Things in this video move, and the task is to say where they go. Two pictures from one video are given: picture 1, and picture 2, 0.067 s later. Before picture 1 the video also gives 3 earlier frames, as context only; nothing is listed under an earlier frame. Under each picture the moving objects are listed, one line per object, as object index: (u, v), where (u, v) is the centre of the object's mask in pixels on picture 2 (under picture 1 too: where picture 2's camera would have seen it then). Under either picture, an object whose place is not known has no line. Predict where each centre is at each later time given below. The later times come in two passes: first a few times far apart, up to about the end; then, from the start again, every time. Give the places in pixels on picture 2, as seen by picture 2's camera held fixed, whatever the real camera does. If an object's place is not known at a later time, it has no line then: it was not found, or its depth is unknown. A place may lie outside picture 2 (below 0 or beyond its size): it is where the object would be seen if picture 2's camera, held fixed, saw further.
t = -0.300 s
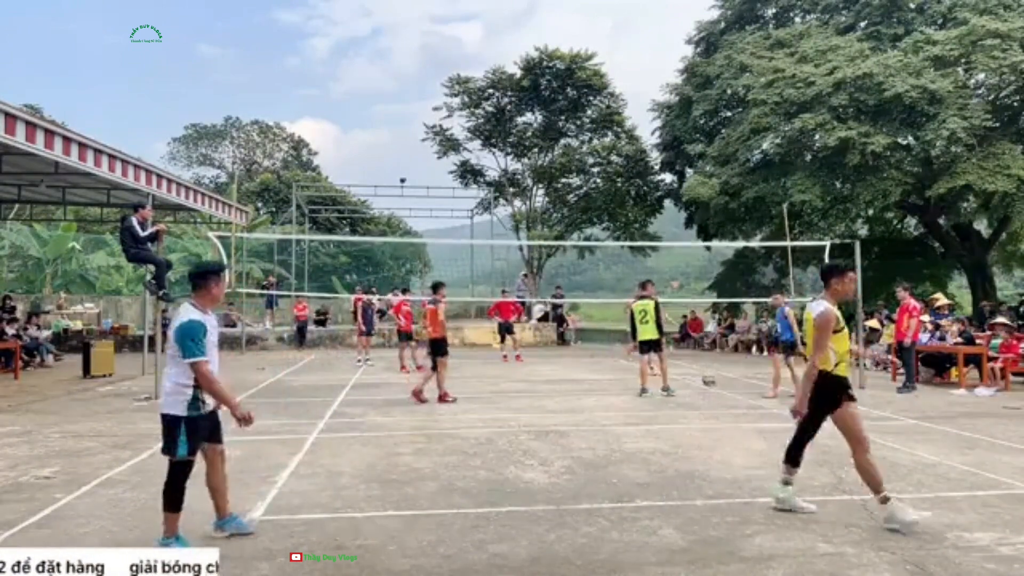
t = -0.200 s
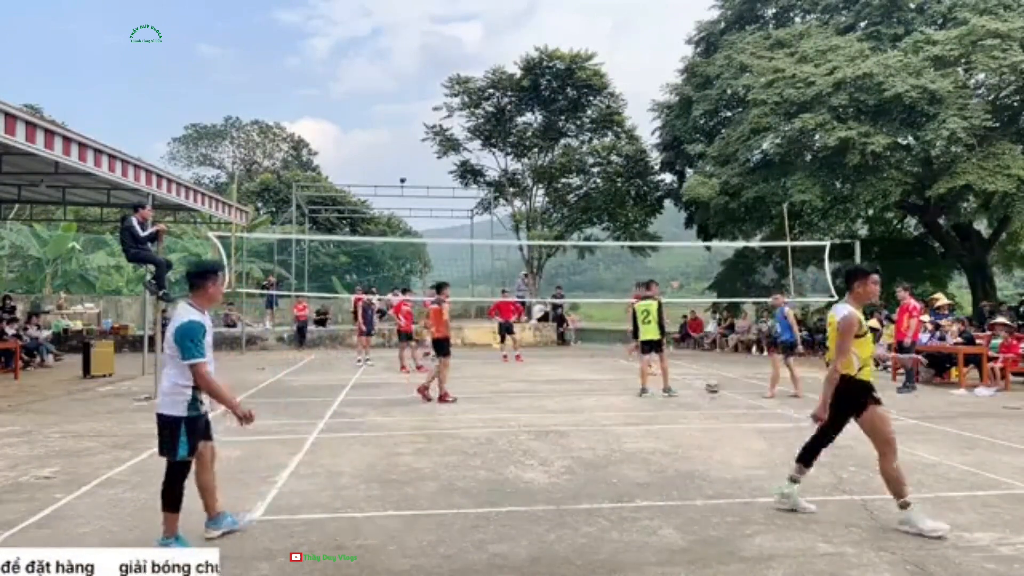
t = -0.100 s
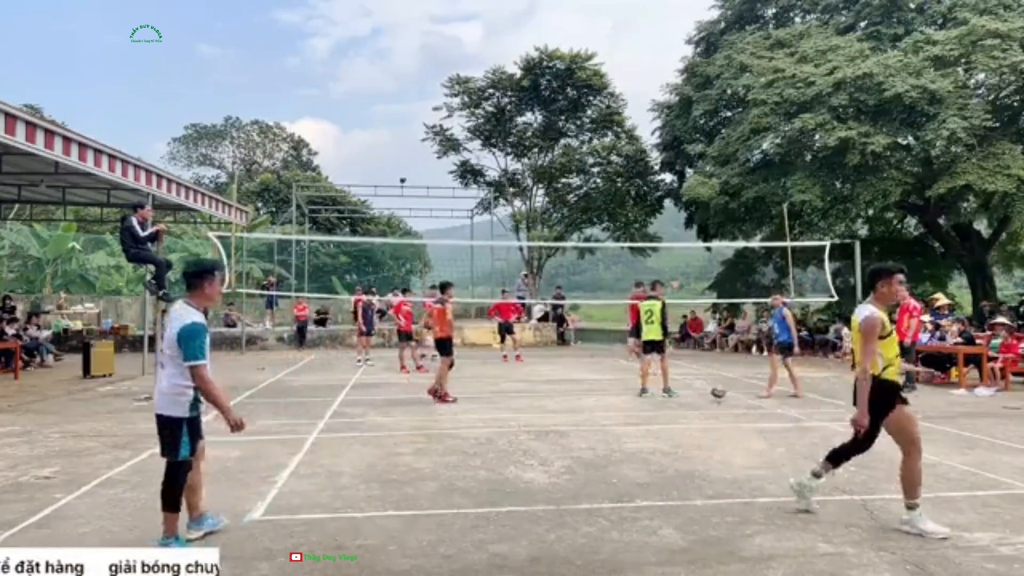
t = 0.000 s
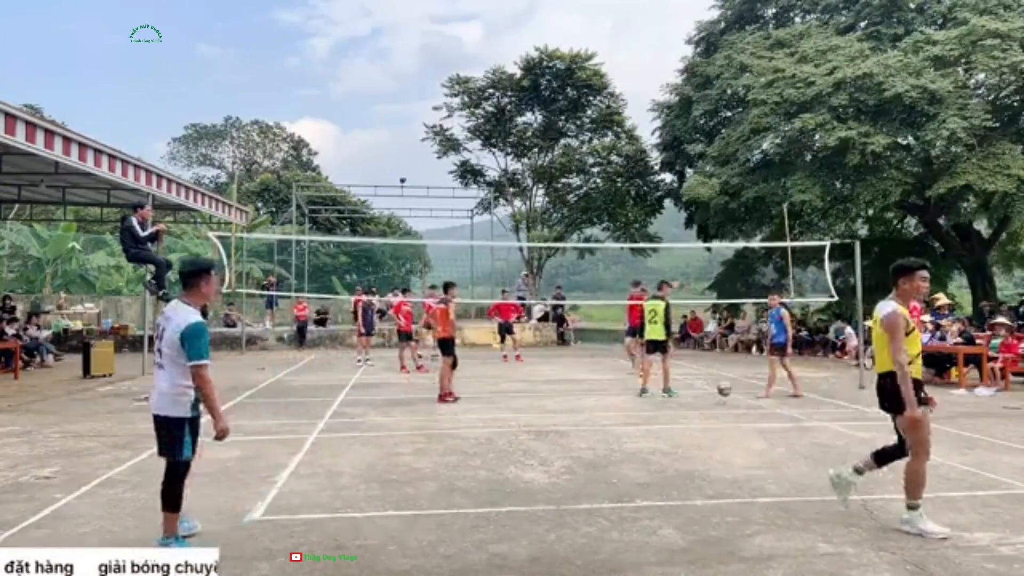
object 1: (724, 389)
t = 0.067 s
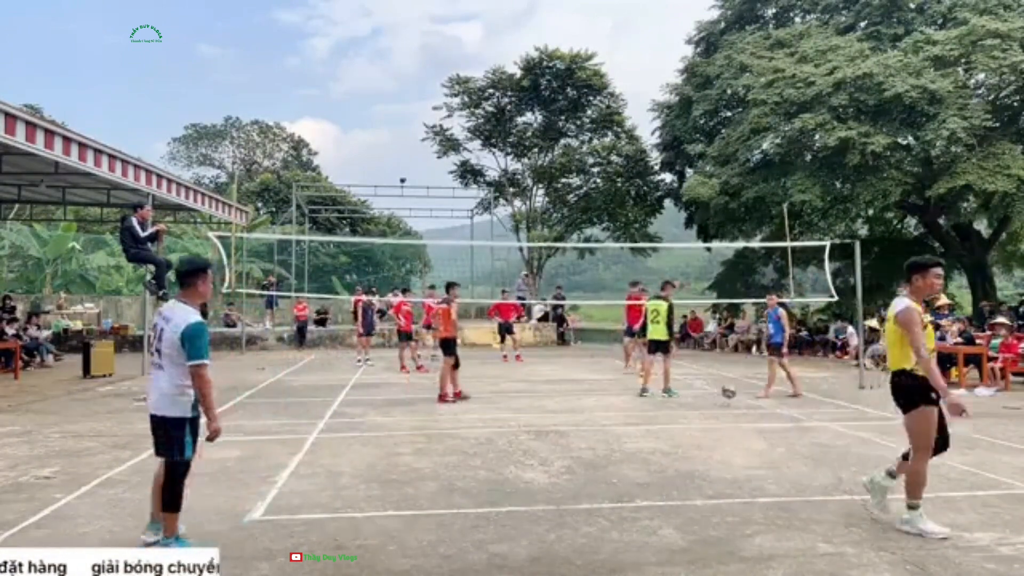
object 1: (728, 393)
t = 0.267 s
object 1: (744, 403)
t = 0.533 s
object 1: (768, 415)
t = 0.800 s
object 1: (799, 427)
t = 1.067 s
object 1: (840, 444)
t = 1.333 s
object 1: (891, 467)
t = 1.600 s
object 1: (955, 496)
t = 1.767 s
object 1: (1003, 508)
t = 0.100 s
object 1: (730, 395)
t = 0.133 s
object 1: (732, 398)
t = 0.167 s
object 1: (736, 402)
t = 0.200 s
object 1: (738, 408)
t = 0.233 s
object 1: (741, 405)
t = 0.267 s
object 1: (744, 403)
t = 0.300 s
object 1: (746, 403)
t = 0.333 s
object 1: (747, 404)
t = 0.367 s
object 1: (751, 407)
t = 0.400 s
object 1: (754, 407)
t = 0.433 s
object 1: (757, 413)
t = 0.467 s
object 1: (760, 417)
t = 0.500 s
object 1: (764, 418)
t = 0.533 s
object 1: (768, 415)
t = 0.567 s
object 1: (772, 416)
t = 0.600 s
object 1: (774, 416)
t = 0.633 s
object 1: (778, 419)
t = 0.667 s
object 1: (783, 423)
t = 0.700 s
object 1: (786, 429)
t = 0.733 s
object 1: (790, 427)
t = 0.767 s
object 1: (796, 427)
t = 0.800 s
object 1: (799, 427)
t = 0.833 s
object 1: (804, 429)
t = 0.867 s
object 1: (809, 432)
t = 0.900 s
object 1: (813, 438)
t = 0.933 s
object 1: (818, 441)
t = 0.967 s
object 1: (824, 441)
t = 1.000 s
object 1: (828, 440)
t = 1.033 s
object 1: (834, 442)
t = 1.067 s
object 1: (840, 444)
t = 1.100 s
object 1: (846, 447)
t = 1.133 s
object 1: (851, 453)
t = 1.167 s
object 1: (858, 458)
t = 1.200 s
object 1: (864, 457)
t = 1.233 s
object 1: (870, 457)
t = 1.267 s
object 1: (877, 459)
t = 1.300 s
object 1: (883, 463)
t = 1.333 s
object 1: (891, 467)
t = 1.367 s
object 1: (898, 474)
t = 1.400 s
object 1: (906, 473)
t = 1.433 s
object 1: (913, 473)
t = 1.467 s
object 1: (920, 474)
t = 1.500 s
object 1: (929, 478)
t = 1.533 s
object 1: (936, 482)
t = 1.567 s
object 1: (947, 490)
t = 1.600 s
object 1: (955, 496)
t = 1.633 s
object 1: (964, 497)
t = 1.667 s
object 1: (973, 496)
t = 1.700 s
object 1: (982, 498)
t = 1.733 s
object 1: (993, 501)
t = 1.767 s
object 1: (1003, 508)
